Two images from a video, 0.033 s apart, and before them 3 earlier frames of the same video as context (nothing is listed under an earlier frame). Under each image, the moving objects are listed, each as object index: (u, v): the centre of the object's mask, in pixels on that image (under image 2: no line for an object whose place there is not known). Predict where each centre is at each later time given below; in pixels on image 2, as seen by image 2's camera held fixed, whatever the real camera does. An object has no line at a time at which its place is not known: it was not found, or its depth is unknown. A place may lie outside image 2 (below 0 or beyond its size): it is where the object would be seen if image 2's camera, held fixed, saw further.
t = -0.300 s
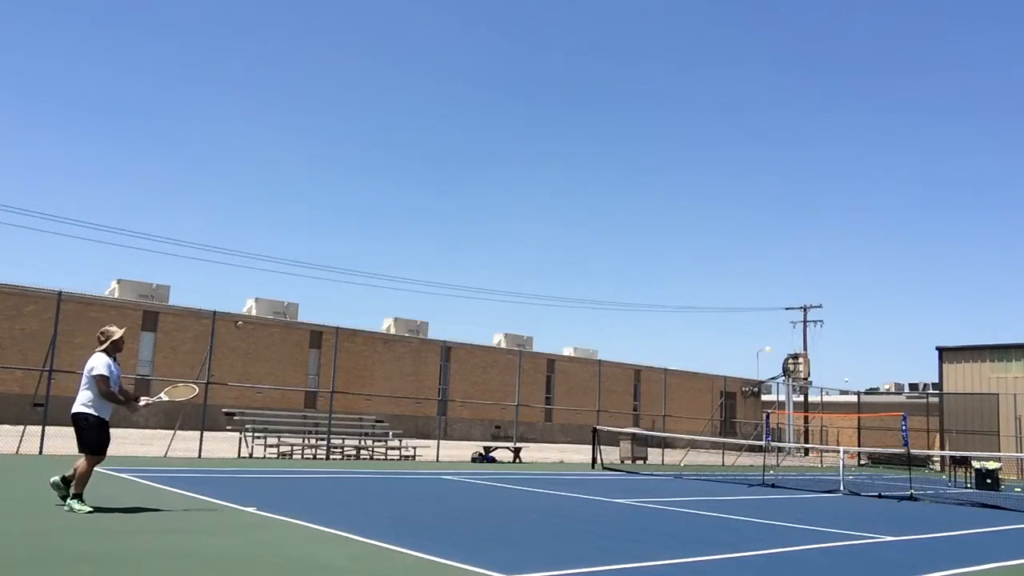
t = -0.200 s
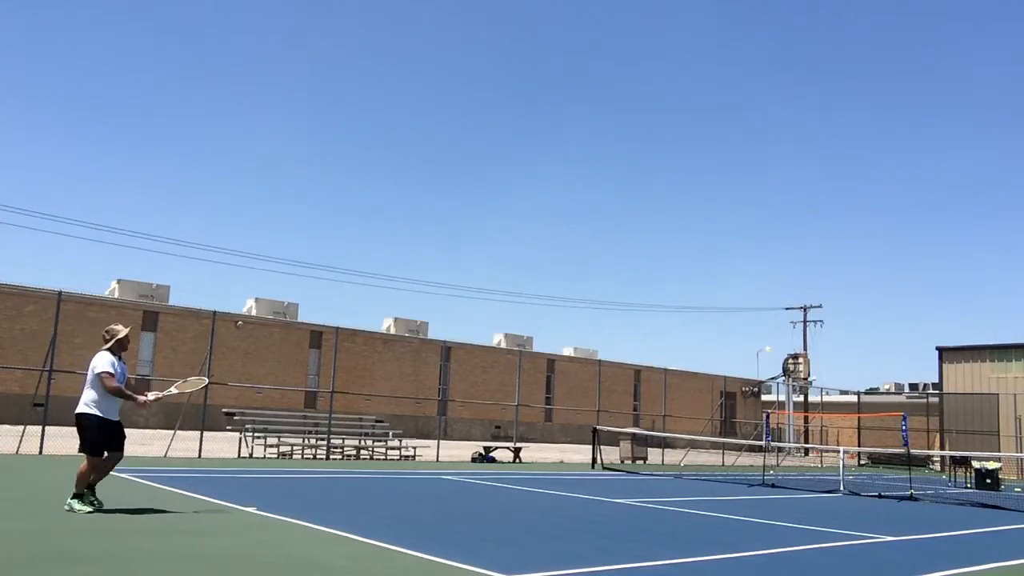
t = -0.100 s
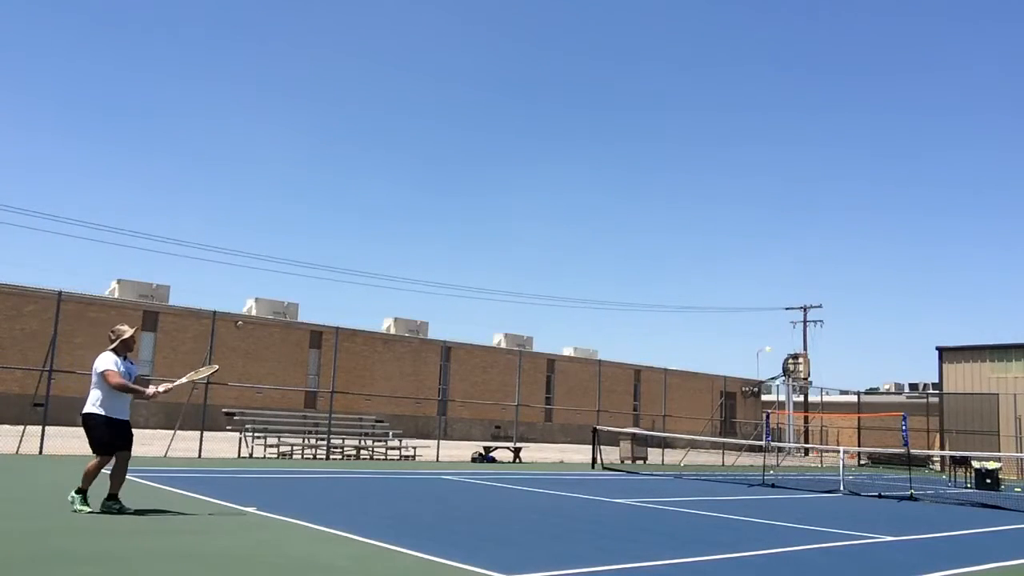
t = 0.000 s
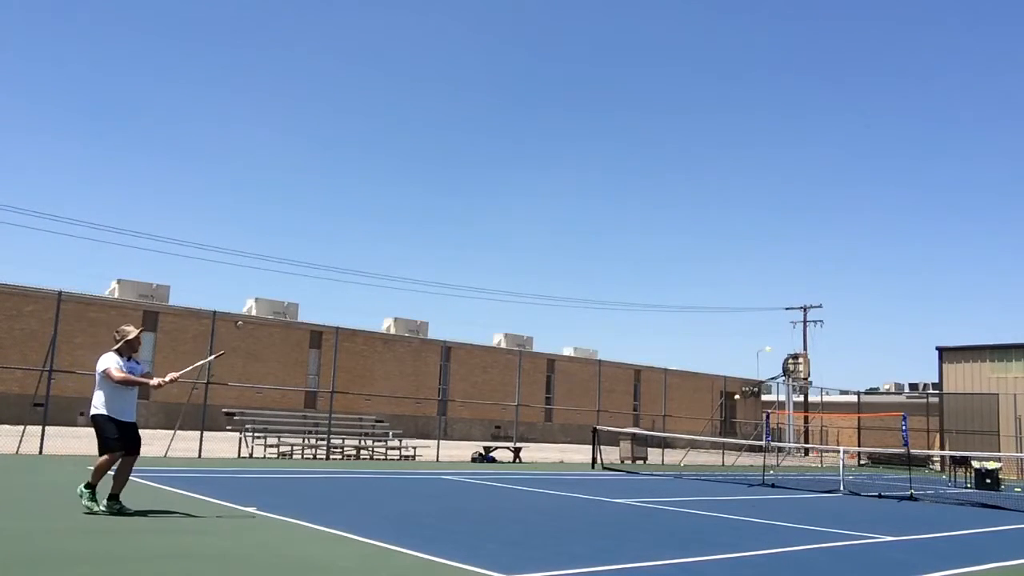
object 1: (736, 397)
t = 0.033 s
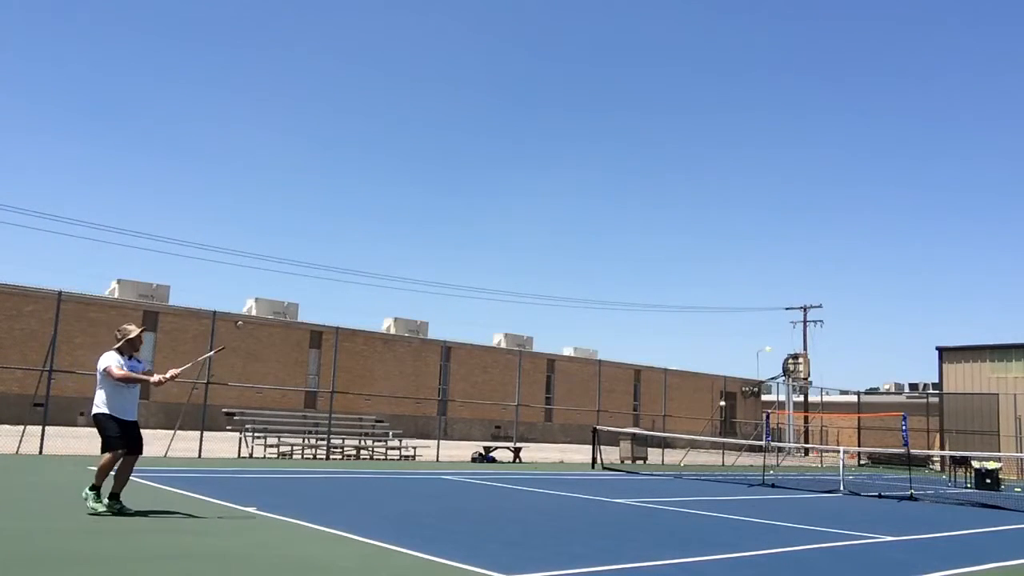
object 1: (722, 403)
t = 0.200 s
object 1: (640, 455)
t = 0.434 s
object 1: (524, 462)
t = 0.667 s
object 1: (409, 400)
